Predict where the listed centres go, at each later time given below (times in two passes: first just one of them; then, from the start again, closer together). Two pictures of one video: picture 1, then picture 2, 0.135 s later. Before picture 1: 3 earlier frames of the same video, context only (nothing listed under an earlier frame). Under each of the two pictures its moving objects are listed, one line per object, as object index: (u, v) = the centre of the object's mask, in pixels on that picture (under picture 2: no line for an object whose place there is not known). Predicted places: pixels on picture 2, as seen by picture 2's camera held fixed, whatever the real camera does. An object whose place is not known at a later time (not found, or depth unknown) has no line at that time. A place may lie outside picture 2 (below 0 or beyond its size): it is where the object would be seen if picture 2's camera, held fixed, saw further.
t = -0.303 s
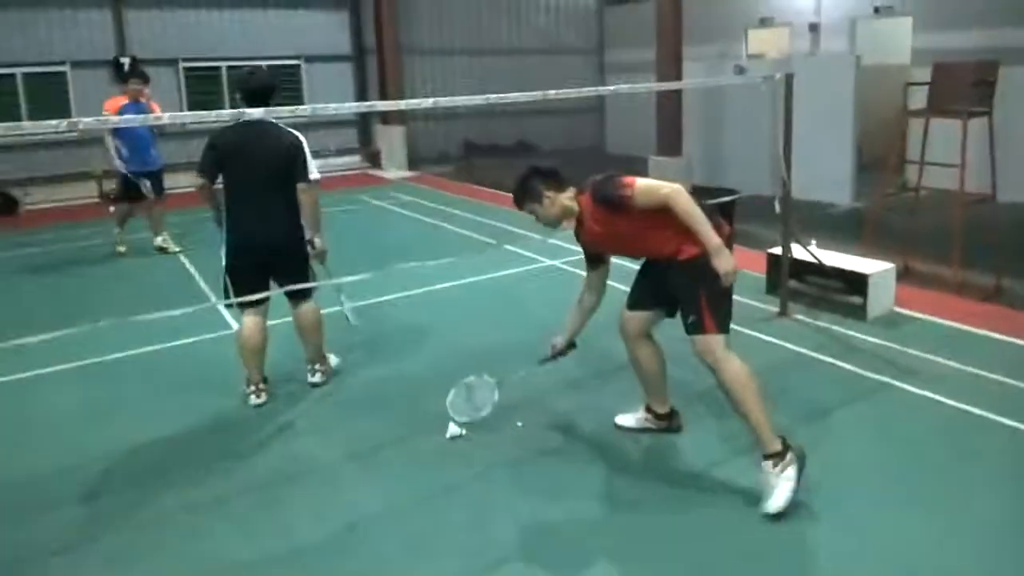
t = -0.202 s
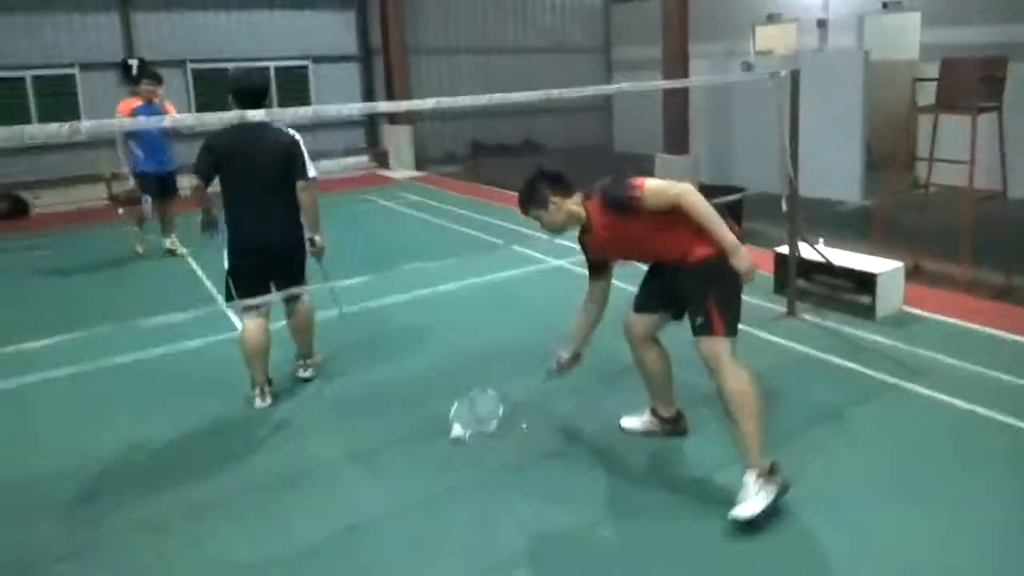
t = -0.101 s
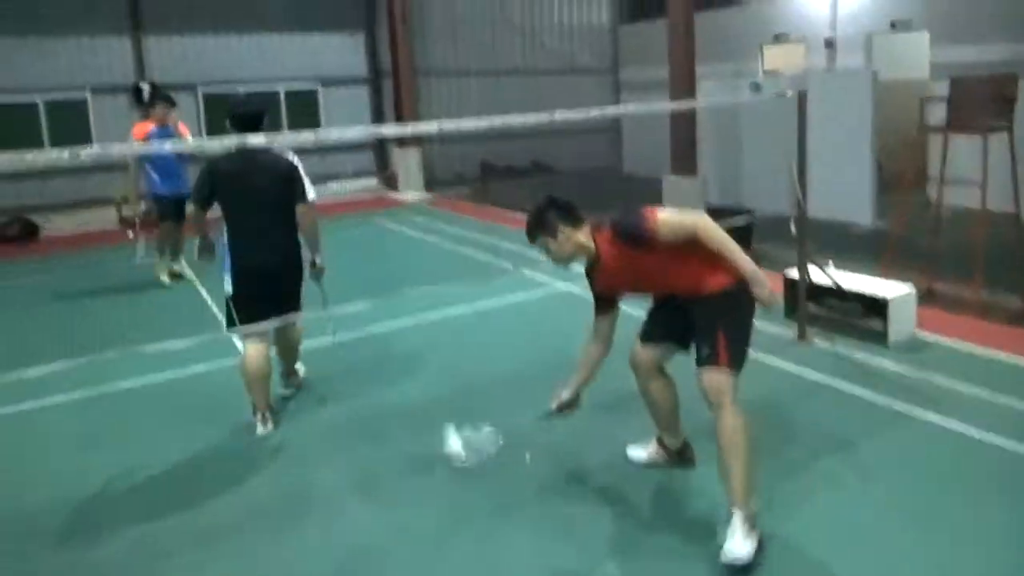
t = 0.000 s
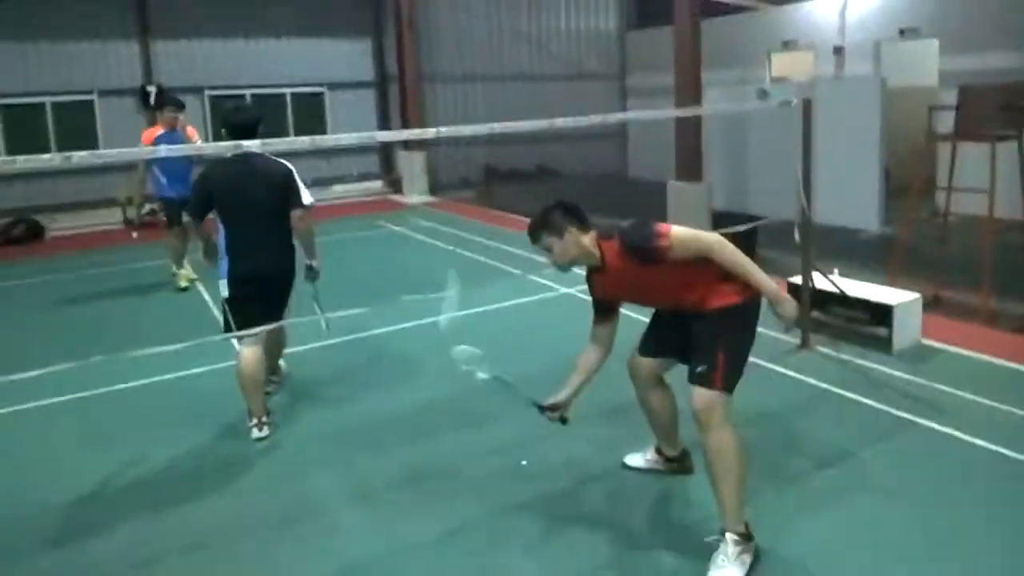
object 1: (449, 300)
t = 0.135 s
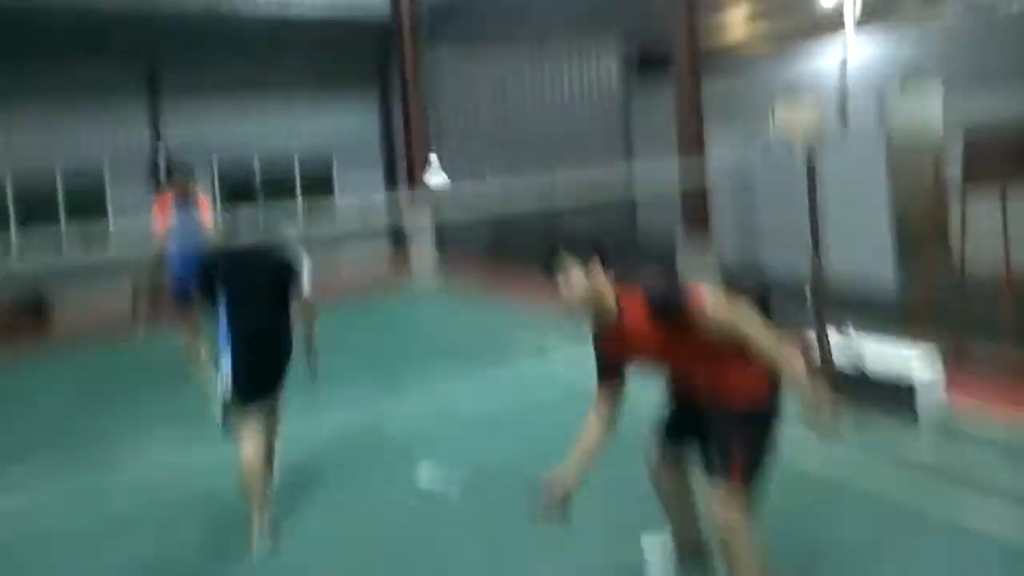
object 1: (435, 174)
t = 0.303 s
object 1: (403, -52)
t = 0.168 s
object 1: (425, 126)
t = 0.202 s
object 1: (418, 79)
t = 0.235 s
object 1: (412, 31)
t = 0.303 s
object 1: (403, -52)
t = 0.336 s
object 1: (400, -89)
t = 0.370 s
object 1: (397, -123)
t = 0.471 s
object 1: (387, -205)
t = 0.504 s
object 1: (383, -230)
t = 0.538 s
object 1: (379, -251)
